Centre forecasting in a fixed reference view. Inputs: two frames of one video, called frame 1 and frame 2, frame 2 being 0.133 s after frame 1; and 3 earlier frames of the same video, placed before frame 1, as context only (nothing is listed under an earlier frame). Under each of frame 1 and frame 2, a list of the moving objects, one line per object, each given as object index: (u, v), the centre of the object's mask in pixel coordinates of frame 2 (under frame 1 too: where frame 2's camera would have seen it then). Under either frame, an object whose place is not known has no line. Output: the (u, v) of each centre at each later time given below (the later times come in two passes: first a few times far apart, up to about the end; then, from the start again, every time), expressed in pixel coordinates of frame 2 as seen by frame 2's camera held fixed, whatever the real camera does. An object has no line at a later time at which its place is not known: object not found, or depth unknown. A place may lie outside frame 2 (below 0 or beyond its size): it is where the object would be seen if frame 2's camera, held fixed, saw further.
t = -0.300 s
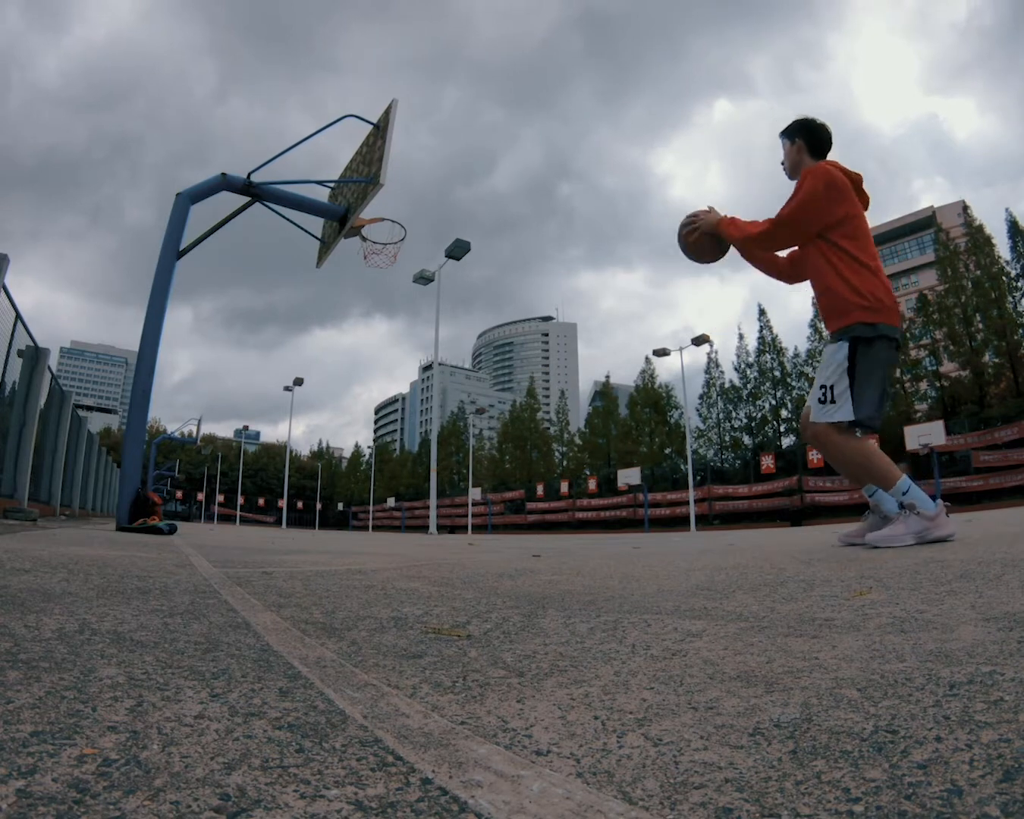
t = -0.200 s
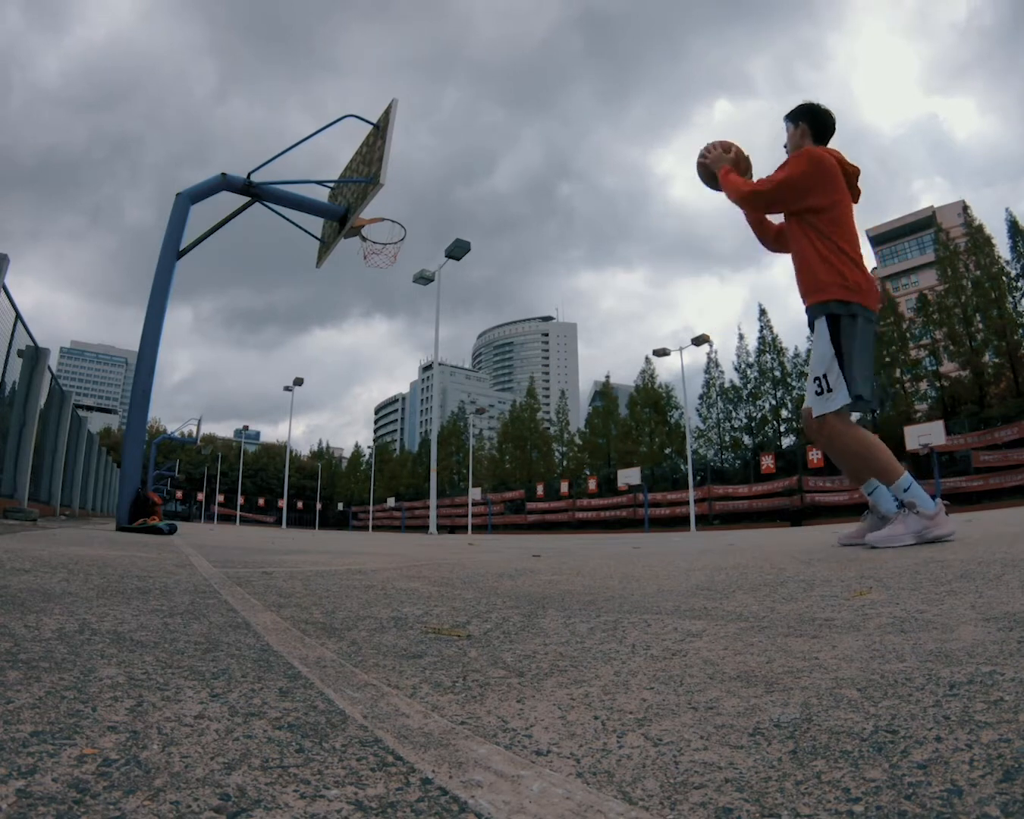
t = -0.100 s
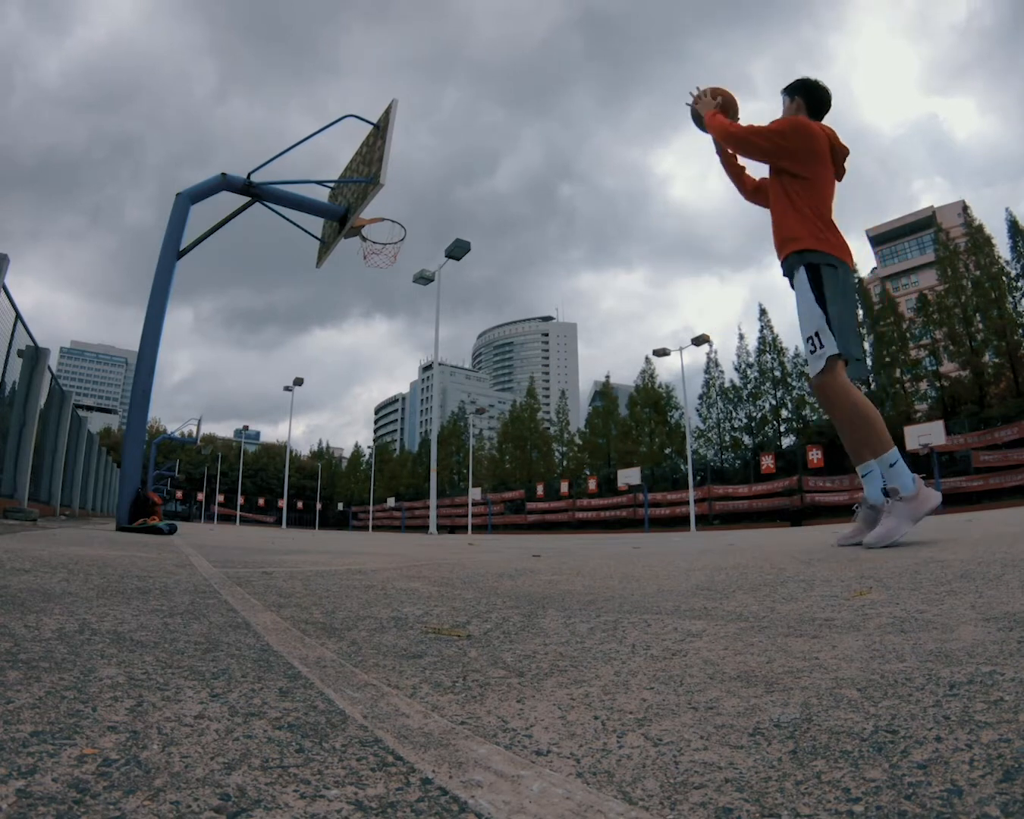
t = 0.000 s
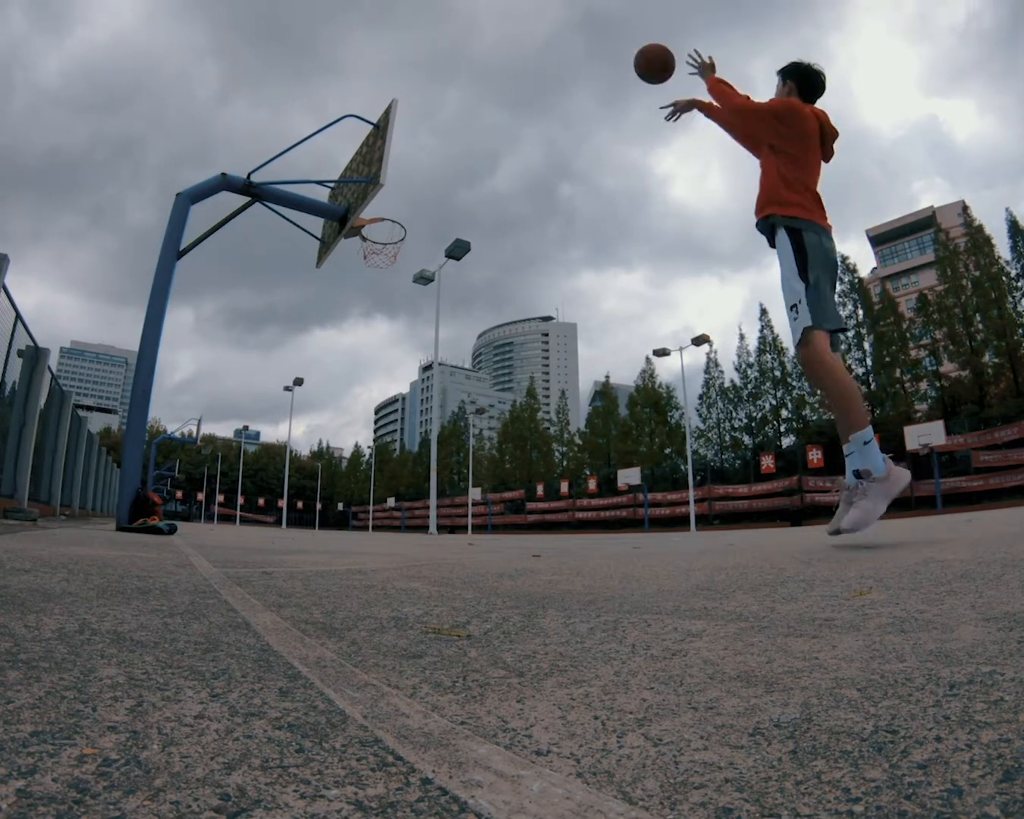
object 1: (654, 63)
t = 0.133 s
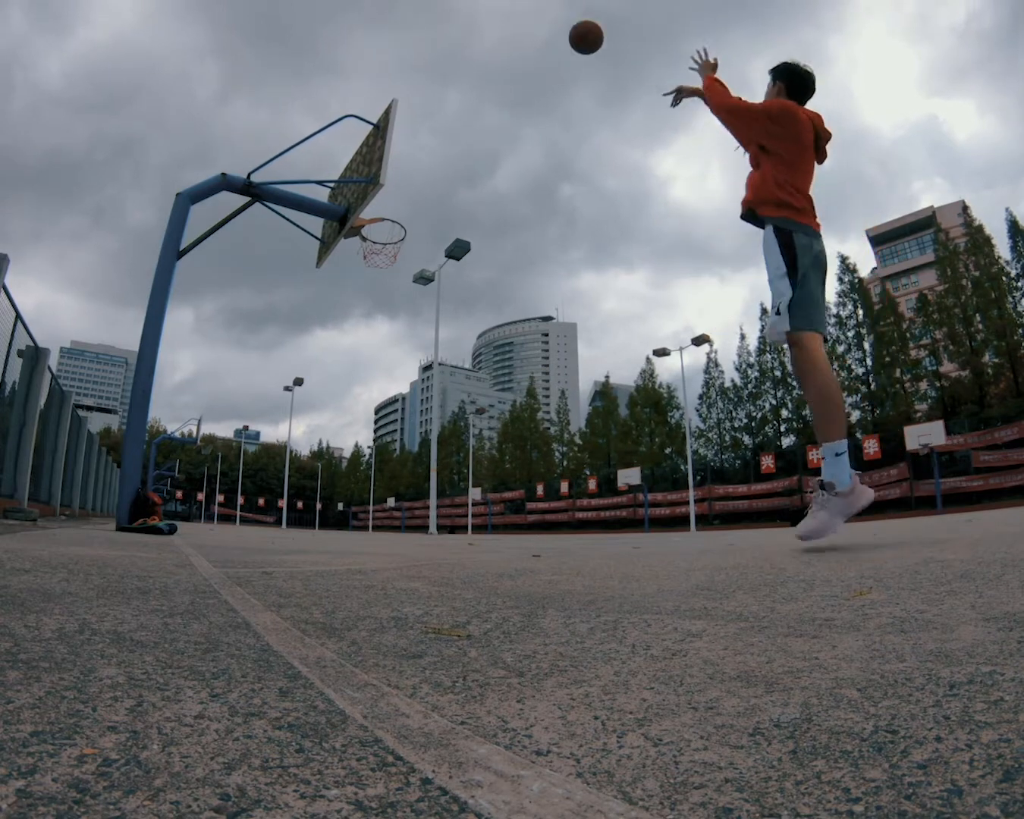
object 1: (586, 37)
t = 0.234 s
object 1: (547, 32)
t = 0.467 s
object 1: (481, 52)
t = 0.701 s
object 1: (428, 104)
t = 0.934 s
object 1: (384, 192)
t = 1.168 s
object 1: (398, 197)
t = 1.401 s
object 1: (440, 192)
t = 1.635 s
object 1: (475, 224)
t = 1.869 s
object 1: (508, 296)
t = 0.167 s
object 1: (572, 34)
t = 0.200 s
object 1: (559, 33)
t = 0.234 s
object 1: (547, 32)
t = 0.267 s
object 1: (536, 33)
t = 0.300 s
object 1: (526, 34)
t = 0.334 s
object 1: (516, 36)
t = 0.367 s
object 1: (507, 39)
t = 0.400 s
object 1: (498, 43)
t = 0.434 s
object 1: (490, 47)
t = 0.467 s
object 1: (481, 52)
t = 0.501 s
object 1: (473, 58)
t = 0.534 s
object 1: (465, 64)
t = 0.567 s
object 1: (457, 71)
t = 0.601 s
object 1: (450, 79)
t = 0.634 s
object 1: (442, 87)
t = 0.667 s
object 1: (435, 95)
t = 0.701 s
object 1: (428, 104)
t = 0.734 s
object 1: (421, 114)
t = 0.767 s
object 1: (415, 125)
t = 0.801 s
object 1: (408, 137)
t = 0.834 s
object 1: (401, 149)
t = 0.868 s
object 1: (396, 162)
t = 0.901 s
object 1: (391, 176)
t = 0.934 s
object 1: (384, 192)
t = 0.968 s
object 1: (375, 206)
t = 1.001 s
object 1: (368, 214)
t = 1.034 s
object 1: (372, 218)
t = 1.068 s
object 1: (377, 210)
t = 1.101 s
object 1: (385, 206)
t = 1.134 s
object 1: (392, 201)
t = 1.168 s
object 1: (398, 197)
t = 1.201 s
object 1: (405, 194)
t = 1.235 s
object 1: (411, 192)
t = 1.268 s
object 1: (417, 190)
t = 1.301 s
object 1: (423, 190)
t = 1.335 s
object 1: (429, 190)
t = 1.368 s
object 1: (434, 191)
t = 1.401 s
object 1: (440, 192)
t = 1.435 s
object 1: (445, 194)
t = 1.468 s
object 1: (450, 198)
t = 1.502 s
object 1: (455, 202)
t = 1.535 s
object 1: (460, 206)
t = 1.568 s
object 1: (465, 212)
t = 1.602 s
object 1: (470, 218)
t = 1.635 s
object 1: (475, 224)
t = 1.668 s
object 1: (480, 232)
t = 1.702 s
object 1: (485, 241)
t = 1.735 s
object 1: (489, 250)
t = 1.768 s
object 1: (494, 260)
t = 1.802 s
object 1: (499, 271)
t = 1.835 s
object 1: (503, 283)
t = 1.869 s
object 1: (508, 296)
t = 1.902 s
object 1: (513, 310)
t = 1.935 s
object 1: (517, 325)
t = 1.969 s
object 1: (522, 340)
